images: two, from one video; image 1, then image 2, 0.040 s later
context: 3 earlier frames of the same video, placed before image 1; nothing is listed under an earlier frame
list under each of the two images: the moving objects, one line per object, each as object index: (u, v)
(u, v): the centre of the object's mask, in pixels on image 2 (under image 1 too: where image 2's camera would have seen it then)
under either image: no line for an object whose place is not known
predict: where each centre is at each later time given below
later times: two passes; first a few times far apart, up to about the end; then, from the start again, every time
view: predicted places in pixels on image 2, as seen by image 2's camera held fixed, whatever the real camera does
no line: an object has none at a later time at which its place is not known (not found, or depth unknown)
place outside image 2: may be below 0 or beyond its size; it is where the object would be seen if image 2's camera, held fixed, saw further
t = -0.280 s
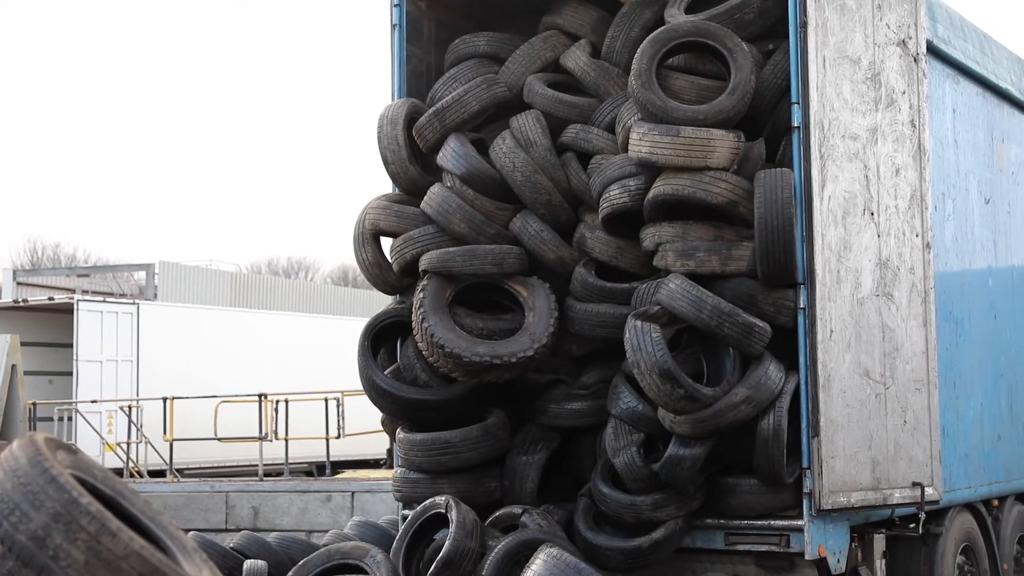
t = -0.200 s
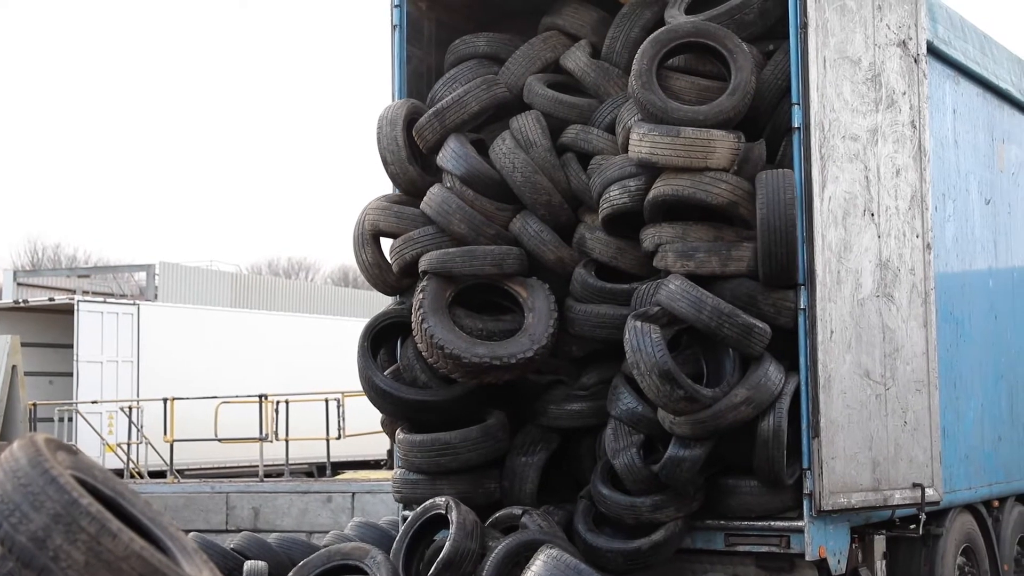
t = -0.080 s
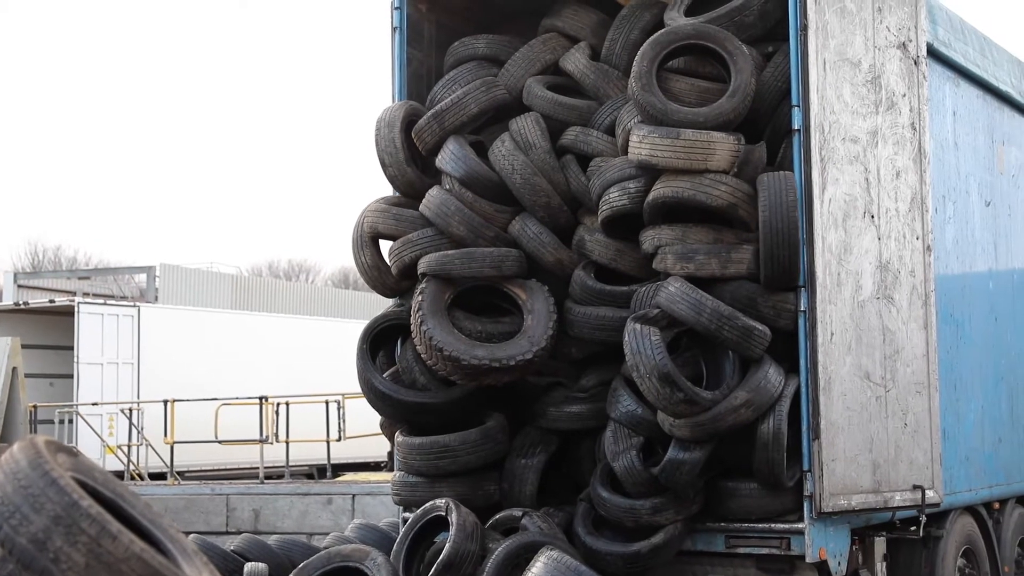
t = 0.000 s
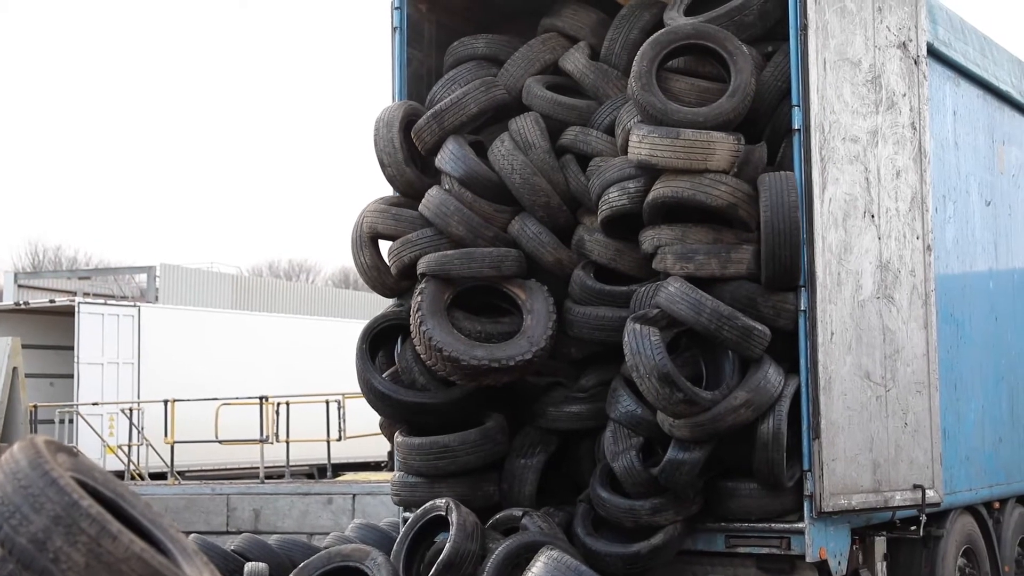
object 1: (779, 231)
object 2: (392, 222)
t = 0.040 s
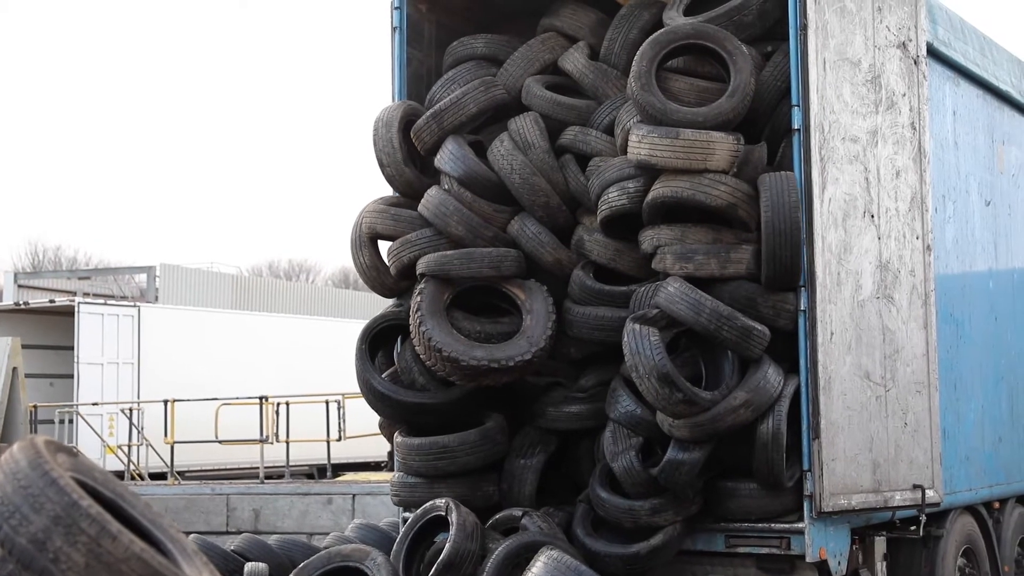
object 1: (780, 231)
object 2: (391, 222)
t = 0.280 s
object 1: (783, 233)
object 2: (388, 223)
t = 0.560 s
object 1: (790, 238)
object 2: (384, 225)
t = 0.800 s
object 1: (798, 242)
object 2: (380, 227)
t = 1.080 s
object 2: (376, 229)
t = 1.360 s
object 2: (371, 235)
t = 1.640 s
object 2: (365, 241)
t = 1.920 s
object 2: (363, 259)
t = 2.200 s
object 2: (354, 279)
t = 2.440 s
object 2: (353, 285)
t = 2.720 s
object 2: (336, 302)
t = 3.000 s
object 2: (291, 419)
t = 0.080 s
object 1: (781, 231)
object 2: (391, 223)
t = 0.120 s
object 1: (782, 231)
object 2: (390, 223)
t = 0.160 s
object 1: (782, 232)
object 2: (389, 223)
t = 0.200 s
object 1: (782, 232)
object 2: (389, 223)
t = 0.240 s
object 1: (783, 233)
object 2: (388, 223)
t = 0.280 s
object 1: (783, 233)
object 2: (388, 223)
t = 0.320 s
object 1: (784, 234)
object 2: (387, 224)
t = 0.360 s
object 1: (785, 234)
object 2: (387, 224)
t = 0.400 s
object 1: (786, 235)
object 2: (386, 224)
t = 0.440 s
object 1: (787, 236)
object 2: (386, 224)
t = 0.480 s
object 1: (788, 237)
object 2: (385, 224)
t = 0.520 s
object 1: (789, 237)
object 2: (385, 224)
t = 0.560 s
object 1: (790, 238)
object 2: (384, 225)
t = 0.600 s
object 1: (792, 238)
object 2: (384, 225)
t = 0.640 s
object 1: (793, 239)
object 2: (383, 225)
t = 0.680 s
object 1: (794, 239)
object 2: (382, 226)
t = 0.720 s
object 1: (795, 240)
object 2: (382, 226)
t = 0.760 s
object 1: (796, 241)
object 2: (381, 227)
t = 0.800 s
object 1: (798, 242)
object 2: (380, 227)
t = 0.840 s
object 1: (800, 243)
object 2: (380, 227)
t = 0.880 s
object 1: (803, 245)
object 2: (379, 228)
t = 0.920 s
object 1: (805, 246)
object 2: (378, 228)
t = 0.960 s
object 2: (378, 228)
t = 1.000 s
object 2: (377, 228)
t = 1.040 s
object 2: (377, 229)
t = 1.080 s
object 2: (376, 229)
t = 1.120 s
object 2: (376, 230)
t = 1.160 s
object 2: (375, 230)
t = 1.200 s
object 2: (374, 231)
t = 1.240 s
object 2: (373, 232)
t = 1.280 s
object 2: (372, 233)
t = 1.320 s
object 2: (371, 234)
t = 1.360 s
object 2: (371, 235)
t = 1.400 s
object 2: (370, 236)
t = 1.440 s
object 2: (369, 237)
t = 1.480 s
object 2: (368, 237)
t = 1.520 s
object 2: (367, 238)
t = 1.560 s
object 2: (366, 239)
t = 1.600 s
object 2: (366, 240)
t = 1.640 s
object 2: (365, 241)
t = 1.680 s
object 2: (364, 242)
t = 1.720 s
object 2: (364, 244)
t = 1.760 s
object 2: (363, 246)
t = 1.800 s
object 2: (363, 248)
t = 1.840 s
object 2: (362, 251)
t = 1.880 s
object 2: (363, 254)
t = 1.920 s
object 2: (363, 259)
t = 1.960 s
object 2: (362, 265)
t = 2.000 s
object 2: (361, 270)
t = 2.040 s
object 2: (359, 273)
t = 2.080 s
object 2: (357, 275)
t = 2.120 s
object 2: (356, 276)
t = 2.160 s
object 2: (355, 277)
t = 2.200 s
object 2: (354, 279)
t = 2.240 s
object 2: (354, 281)
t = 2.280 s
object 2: (354, 282)
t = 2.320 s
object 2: (354, 283)
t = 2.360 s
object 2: (353, 284)
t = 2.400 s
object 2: (353, 285)
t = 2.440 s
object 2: (353, 285)
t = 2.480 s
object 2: (353, 286)
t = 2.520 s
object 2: (353, 286)
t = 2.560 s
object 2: (352, 288)
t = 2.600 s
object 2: (351, 292)
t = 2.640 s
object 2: (347, 295)
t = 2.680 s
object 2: (342, 298)
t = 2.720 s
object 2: (336, 302)
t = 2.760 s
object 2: (330, 310)
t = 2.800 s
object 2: (323, 321)
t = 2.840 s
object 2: (317, 335)
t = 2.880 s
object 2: (311, 351)
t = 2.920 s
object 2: (304, 371)
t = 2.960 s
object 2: (298, 393)
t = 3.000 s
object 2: (291, 419)
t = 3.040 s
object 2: (282, 444)
